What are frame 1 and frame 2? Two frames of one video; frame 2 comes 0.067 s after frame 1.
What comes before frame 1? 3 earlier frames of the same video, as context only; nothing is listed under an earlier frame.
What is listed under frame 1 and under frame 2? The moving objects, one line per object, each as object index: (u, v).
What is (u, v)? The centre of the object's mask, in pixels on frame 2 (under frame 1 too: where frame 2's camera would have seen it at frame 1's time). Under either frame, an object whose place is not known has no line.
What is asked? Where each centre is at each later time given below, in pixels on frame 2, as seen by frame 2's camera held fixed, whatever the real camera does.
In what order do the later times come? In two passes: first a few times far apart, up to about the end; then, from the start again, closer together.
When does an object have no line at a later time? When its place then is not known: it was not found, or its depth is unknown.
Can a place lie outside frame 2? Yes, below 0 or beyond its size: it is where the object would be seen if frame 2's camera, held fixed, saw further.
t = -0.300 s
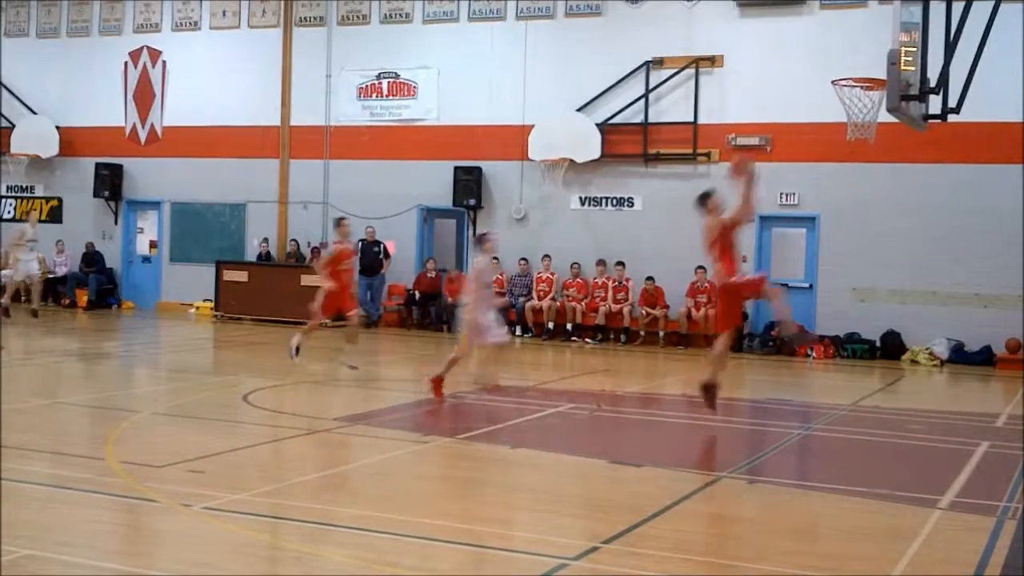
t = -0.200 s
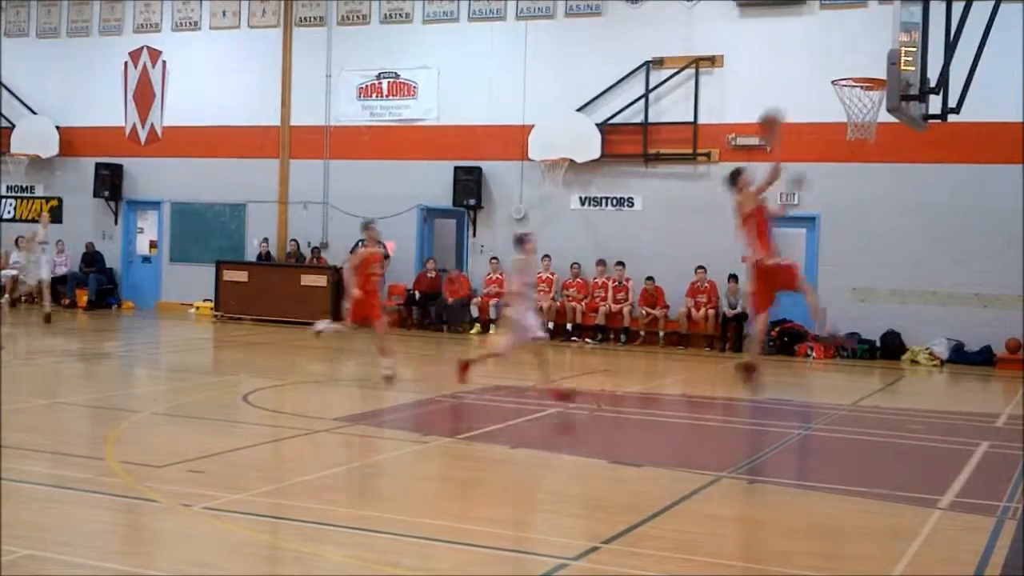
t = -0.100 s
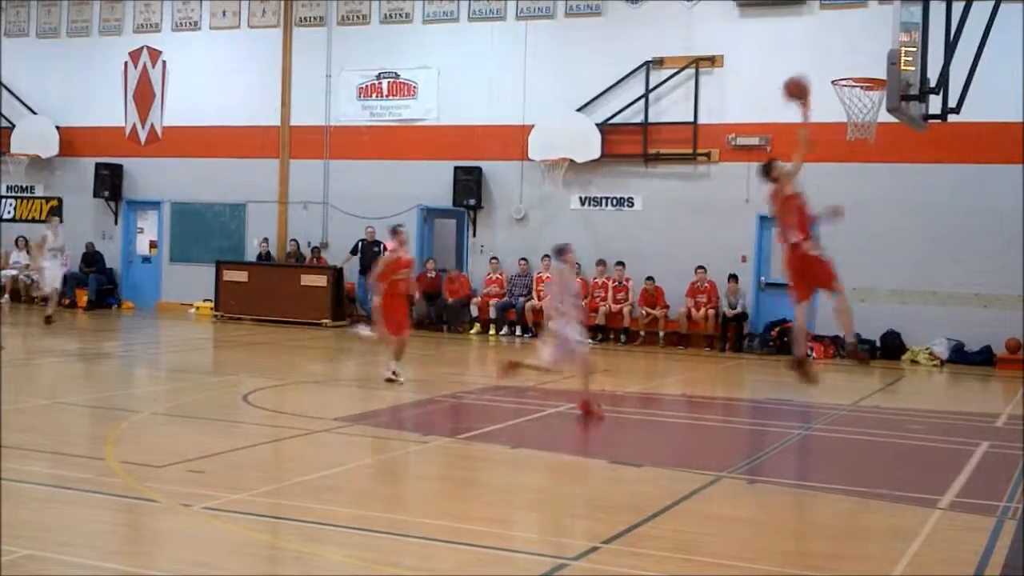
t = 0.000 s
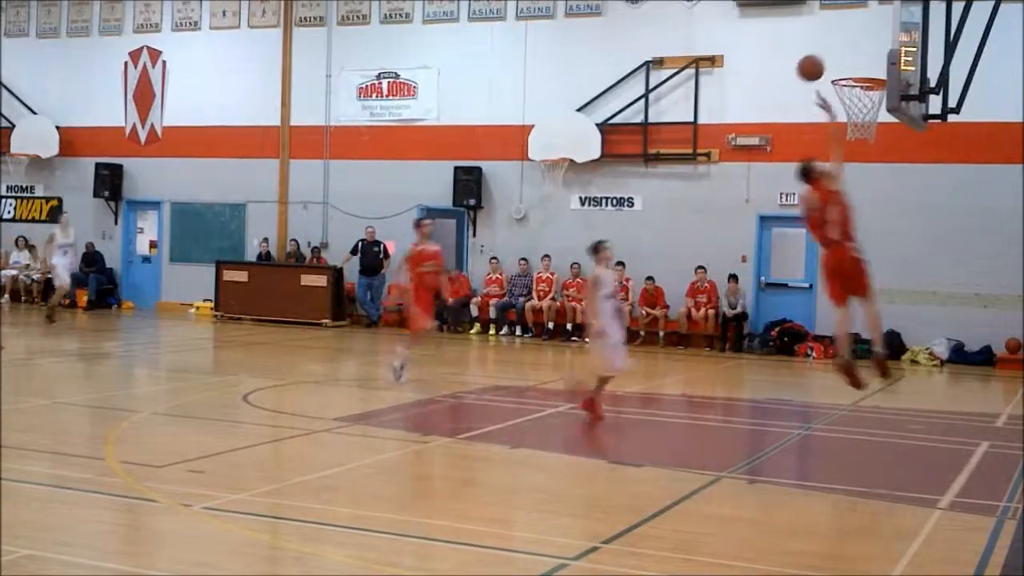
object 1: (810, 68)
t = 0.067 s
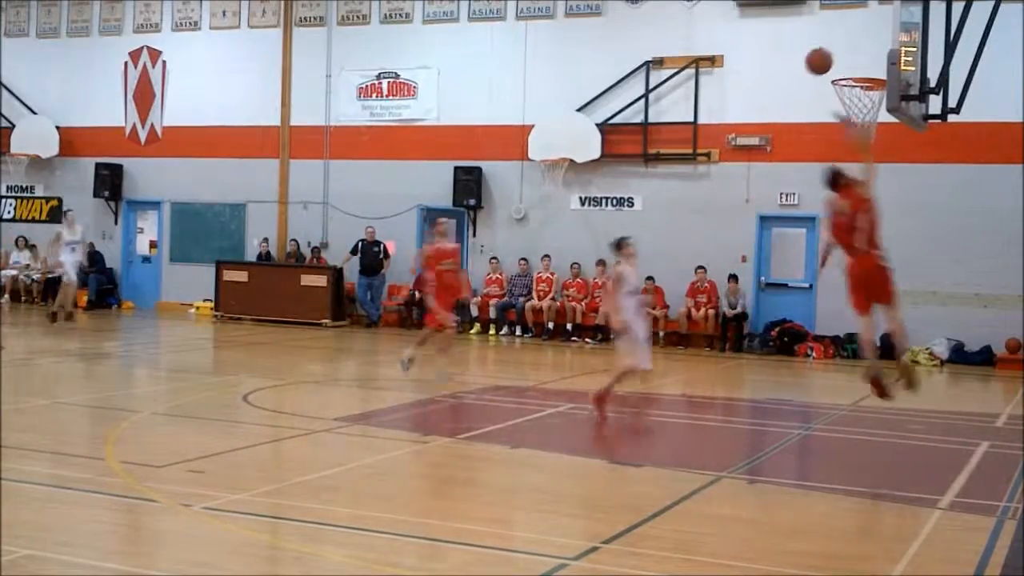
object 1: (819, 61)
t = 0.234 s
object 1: (839, 65)
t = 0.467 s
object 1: (864, 127)
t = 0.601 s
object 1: (873, 178)
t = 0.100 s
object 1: (823, 59)
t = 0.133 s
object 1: (827, 59)
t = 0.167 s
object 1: (831, 60)
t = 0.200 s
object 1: (835, 62)
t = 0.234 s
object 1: (839, 65)
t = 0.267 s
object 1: (843, 69)
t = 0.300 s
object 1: (846, 75)
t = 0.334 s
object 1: (849, 82)
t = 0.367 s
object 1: (854, 90)
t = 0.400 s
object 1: (858, 101)
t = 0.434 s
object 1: (862, 113)
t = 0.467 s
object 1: (864, 127)
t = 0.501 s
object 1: (868, 136)
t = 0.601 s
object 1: (873, 178)
